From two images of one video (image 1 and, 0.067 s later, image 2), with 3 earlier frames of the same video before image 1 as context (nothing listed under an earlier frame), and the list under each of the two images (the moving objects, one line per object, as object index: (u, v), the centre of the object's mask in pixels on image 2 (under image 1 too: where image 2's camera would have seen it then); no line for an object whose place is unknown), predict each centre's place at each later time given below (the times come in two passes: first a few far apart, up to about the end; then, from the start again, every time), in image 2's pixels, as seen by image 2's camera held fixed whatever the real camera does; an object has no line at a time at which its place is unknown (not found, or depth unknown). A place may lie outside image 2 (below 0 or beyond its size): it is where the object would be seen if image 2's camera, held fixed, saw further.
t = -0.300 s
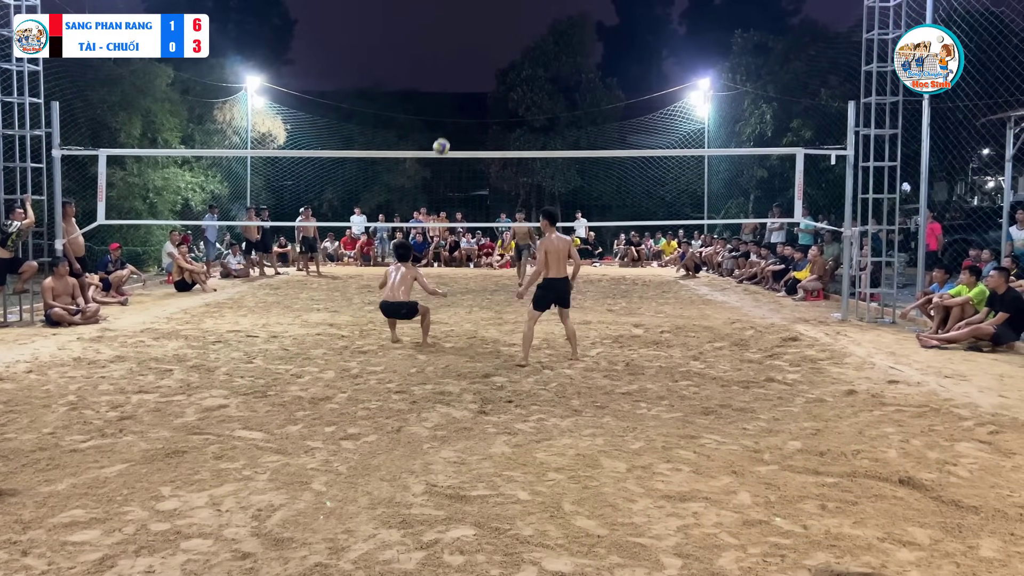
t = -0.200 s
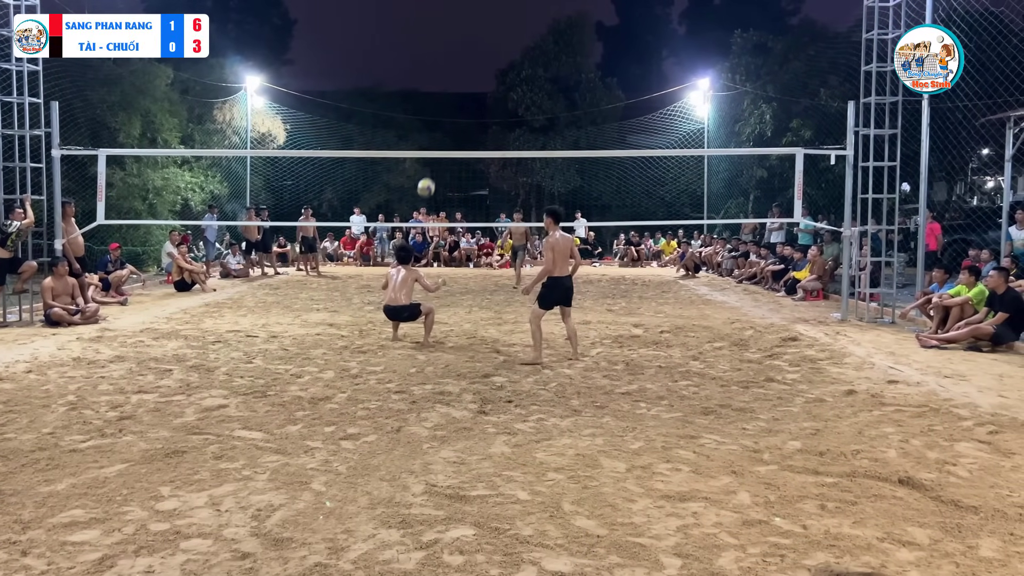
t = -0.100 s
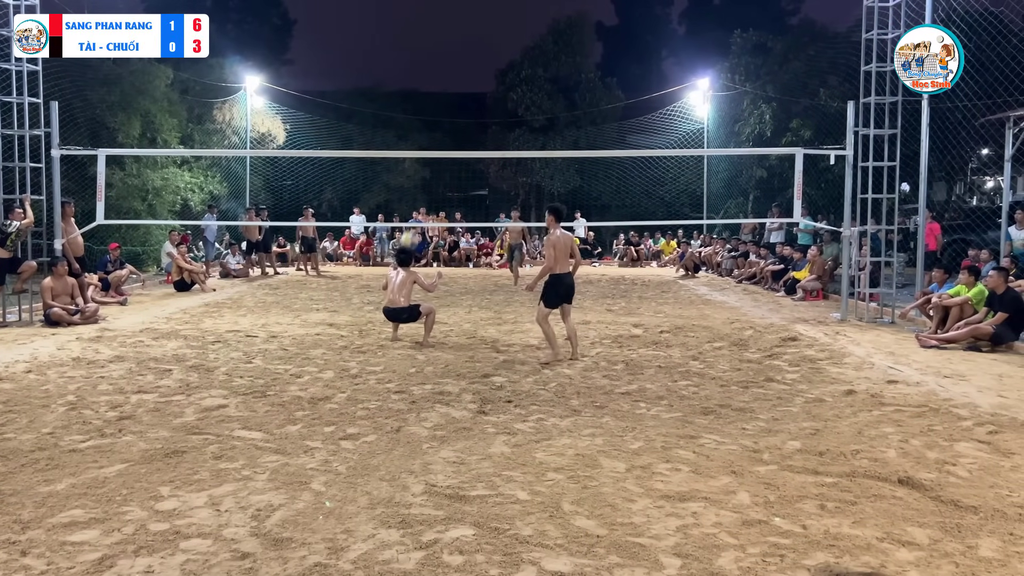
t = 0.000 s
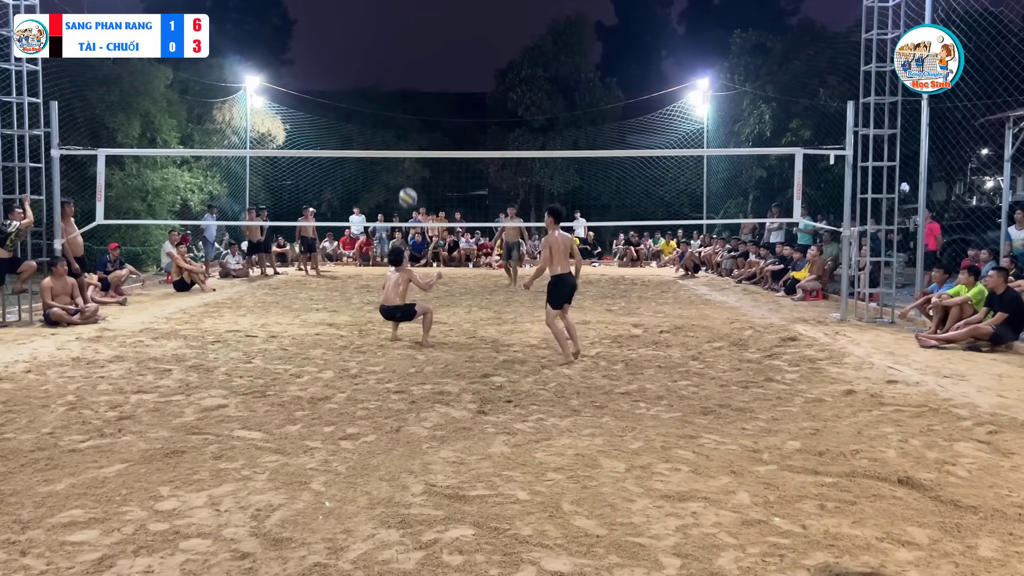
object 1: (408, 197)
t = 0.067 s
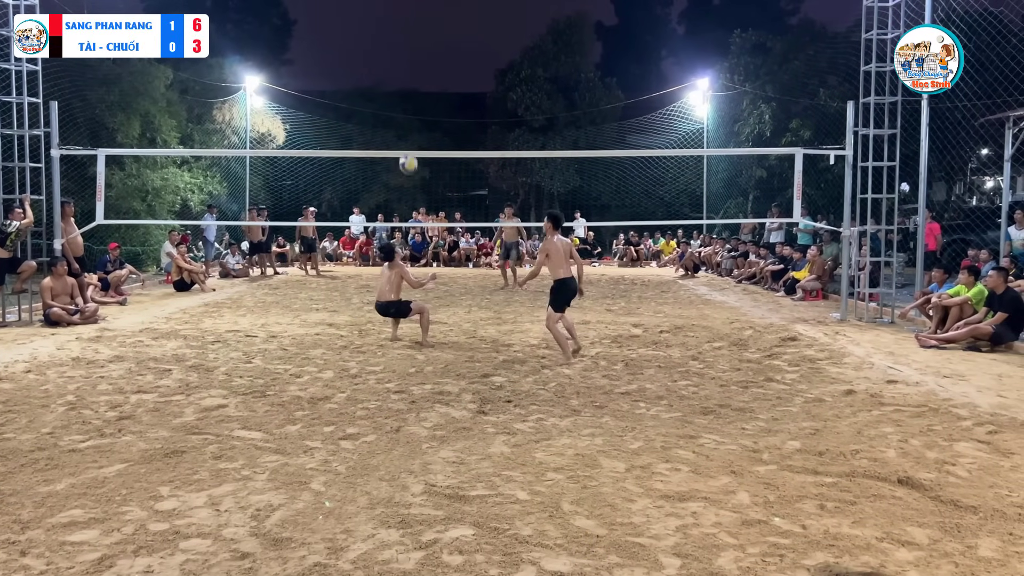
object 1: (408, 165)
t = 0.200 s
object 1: (409, 105)
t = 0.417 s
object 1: (412, 42)
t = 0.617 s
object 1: (415, 19)
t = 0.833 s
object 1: (419, 35)
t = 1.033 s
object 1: (422, 86)
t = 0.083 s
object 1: (408, 155)
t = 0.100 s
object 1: (408, 147)
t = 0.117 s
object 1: (409, 140)
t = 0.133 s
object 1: (409, 132)
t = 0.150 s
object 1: (409, 125)
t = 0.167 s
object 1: (409, 119)
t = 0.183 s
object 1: (409, 112)
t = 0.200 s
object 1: (409, 105)
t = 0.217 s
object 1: (409, 99)
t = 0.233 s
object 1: (410, 92)
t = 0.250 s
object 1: (410, 87)
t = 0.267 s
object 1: (410, 82)
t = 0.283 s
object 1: (410, 76)
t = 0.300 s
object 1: (410, 71)
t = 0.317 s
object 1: (411, 66)
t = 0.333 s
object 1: (411, 61)
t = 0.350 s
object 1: (411, 57)
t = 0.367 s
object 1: (411, 52)
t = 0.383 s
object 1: (411, 49)
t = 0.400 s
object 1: (411, 45)
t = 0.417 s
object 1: (412, 42)
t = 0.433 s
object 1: (412, 38)
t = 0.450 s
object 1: (412, 35)
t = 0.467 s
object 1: (412, 33)
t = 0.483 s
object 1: (413, 30)
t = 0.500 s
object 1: (413, 28)
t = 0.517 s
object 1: (413, 26)
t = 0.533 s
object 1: (413, 24)
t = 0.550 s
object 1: (414, 23)
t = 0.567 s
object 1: (414, 22)
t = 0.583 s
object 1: (414, 21)
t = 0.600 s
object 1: (415, 20)
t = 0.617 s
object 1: (415, 19)
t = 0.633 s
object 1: (415, 19)
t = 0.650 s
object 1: (416, 19)
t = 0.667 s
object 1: (416, 19)
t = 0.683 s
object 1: (416, 19)
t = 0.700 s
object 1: (416, 20)
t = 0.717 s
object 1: (416, 21)
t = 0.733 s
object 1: (417, 23)
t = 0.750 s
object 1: (417, 24)
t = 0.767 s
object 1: (417, 26)
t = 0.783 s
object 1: (418, 28)
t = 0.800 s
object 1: (418, 30)
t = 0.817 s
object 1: (418, 32)
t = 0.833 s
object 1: (419, 35)
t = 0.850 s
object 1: (419, 38)
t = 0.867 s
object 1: (419, 41)
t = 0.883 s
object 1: (420, 45)
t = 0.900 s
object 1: (420, 48)
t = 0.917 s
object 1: (420, 52)
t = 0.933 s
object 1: (421, 56)
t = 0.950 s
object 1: (421, 60)
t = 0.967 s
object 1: (421, 65)
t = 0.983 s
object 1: (421, 70)
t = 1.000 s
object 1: (422, 75)
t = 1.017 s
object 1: (422, 80)
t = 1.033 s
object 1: (422, 86)
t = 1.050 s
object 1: (423, 92)
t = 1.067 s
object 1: (423, 98)
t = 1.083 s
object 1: (424, 105)
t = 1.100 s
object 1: (424, 111)
